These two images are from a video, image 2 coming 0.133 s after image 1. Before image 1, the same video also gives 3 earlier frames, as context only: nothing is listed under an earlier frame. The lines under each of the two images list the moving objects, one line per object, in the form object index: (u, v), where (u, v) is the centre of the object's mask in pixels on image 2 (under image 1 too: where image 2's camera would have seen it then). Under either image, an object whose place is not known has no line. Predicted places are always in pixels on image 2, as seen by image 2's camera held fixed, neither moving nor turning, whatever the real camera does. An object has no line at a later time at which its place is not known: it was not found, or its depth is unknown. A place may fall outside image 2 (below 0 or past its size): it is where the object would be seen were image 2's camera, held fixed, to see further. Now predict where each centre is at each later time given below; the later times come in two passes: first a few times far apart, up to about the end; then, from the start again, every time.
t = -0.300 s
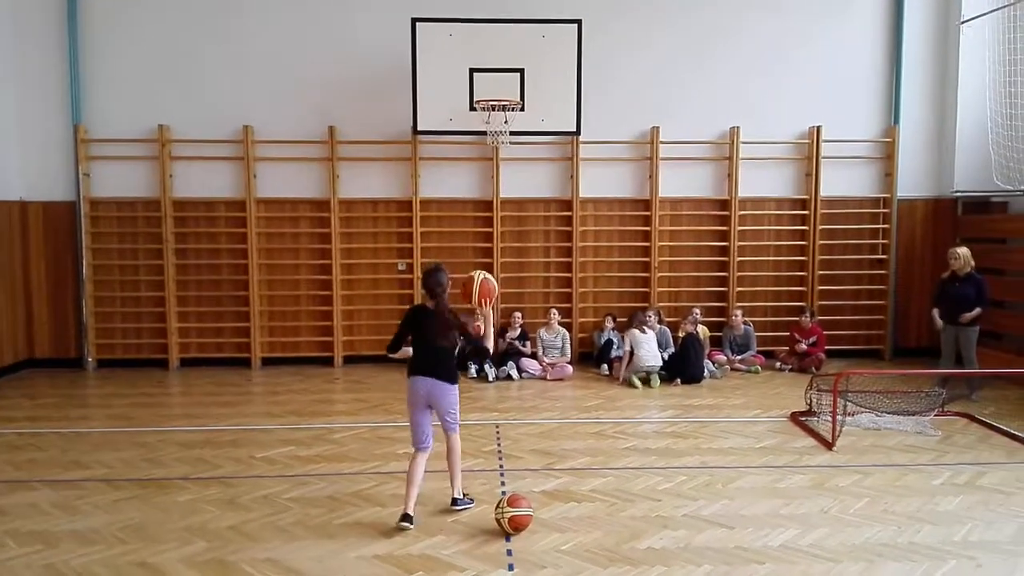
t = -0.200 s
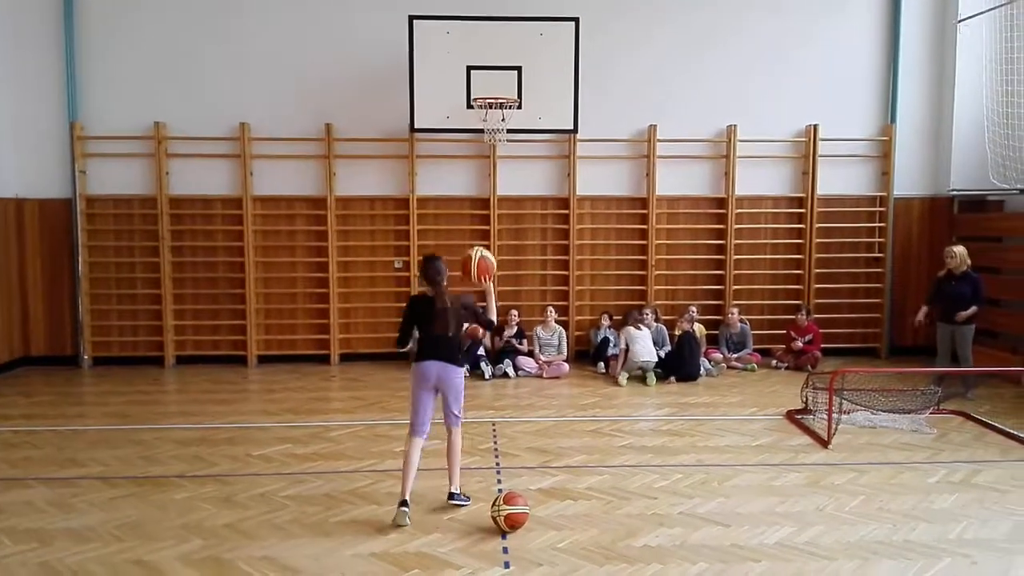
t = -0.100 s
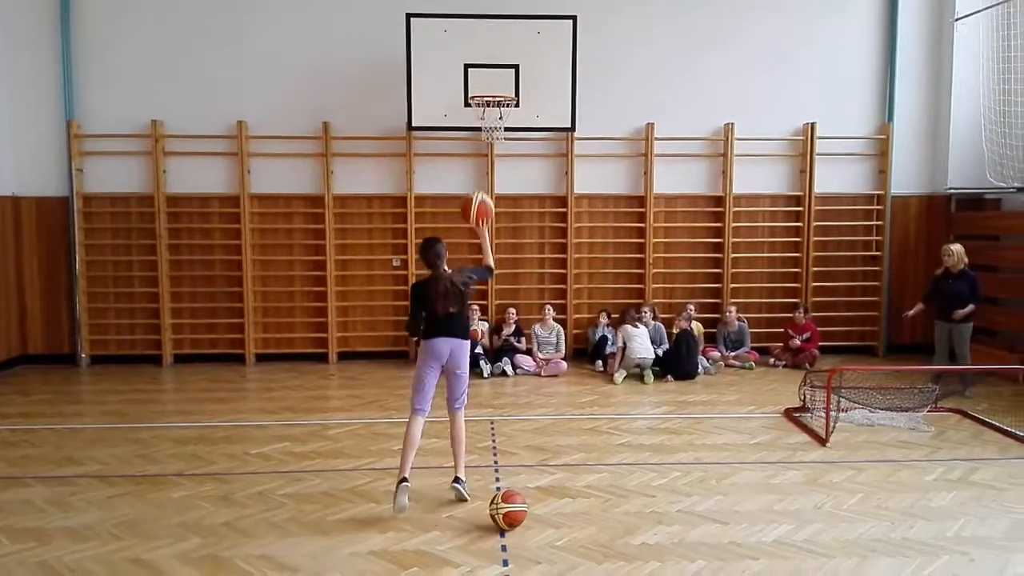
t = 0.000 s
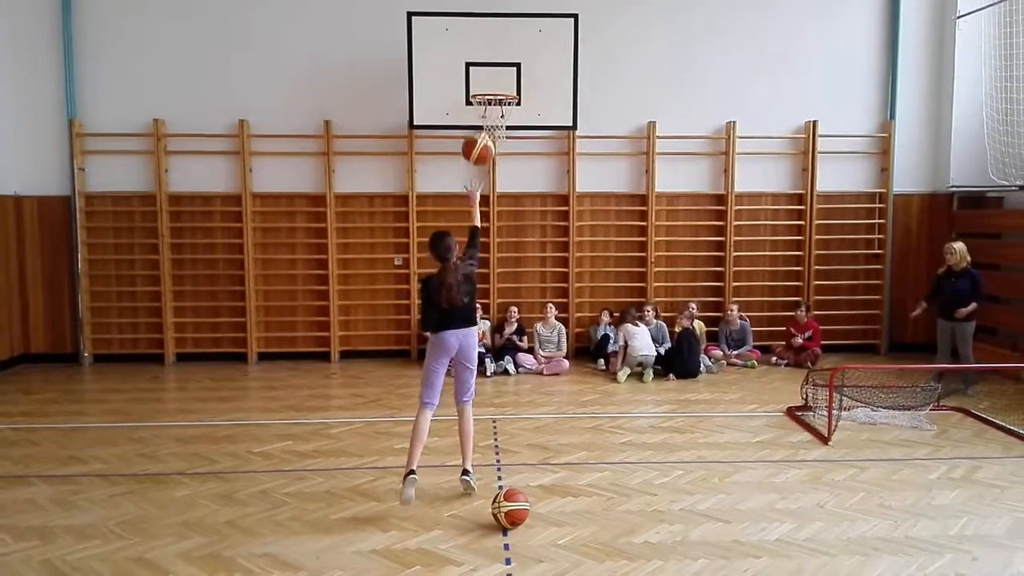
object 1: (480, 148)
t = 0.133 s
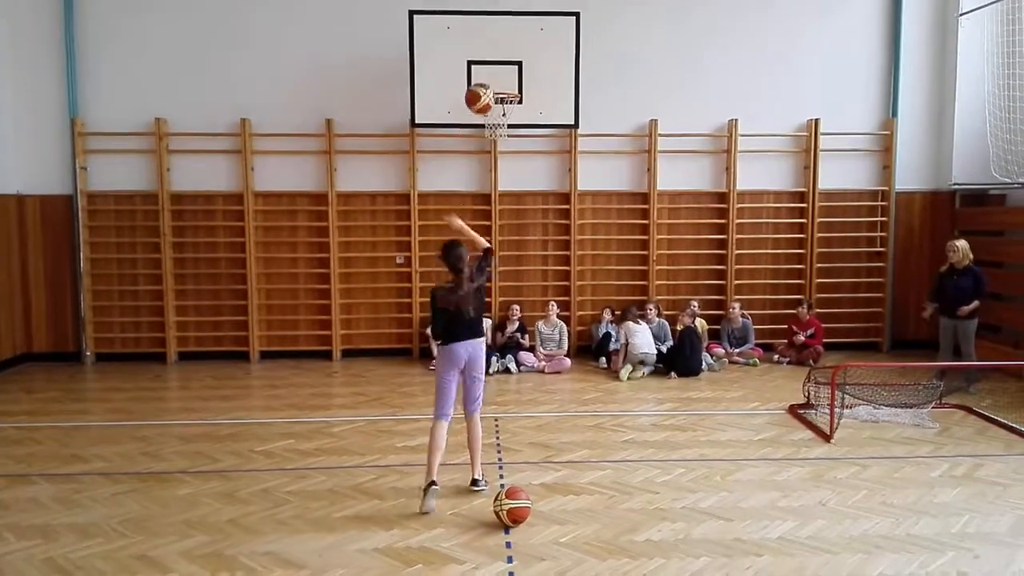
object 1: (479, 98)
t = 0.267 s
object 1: (479, 77)
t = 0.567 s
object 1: (480, 107)
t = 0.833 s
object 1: (481, 194)
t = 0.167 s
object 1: (479, 91)
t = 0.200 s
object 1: (479, 85)
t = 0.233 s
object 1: (480, 79)
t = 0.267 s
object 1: (479, 77)
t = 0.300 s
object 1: (480, 76)
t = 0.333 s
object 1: (480, 75)
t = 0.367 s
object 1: (480, 76)
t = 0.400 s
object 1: (480, 79)
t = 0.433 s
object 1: (480, 82)
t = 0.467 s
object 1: (480, 88)
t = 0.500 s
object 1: (480, 93)
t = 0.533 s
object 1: (480, 100)
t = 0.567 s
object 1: (480, 107)
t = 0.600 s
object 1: (480, 117)
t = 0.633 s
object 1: (480, 126)
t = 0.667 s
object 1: (480, 135)
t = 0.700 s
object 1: (480, 147)
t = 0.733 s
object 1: (480, 158)
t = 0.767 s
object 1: (480, 170)
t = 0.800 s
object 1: (481, 182)
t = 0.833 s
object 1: (481, 194)
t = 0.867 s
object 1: (482, 208)
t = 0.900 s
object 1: (482, 222)
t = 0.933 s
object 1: (482, 237)
